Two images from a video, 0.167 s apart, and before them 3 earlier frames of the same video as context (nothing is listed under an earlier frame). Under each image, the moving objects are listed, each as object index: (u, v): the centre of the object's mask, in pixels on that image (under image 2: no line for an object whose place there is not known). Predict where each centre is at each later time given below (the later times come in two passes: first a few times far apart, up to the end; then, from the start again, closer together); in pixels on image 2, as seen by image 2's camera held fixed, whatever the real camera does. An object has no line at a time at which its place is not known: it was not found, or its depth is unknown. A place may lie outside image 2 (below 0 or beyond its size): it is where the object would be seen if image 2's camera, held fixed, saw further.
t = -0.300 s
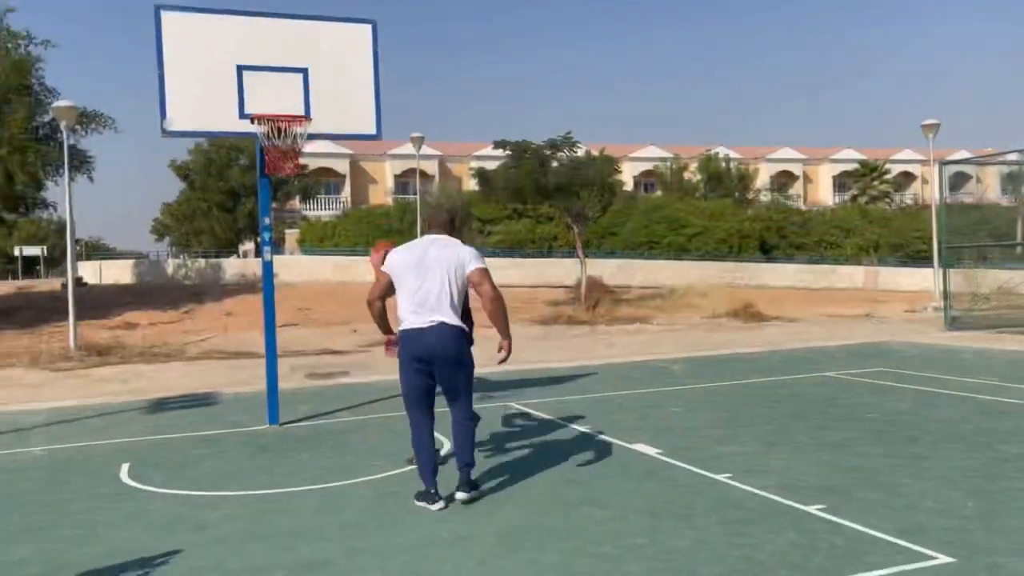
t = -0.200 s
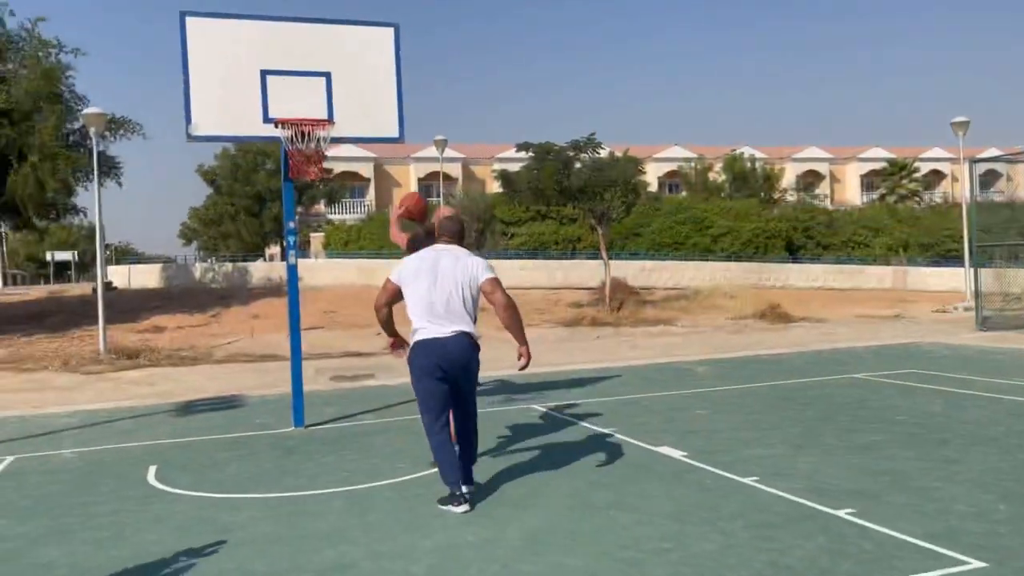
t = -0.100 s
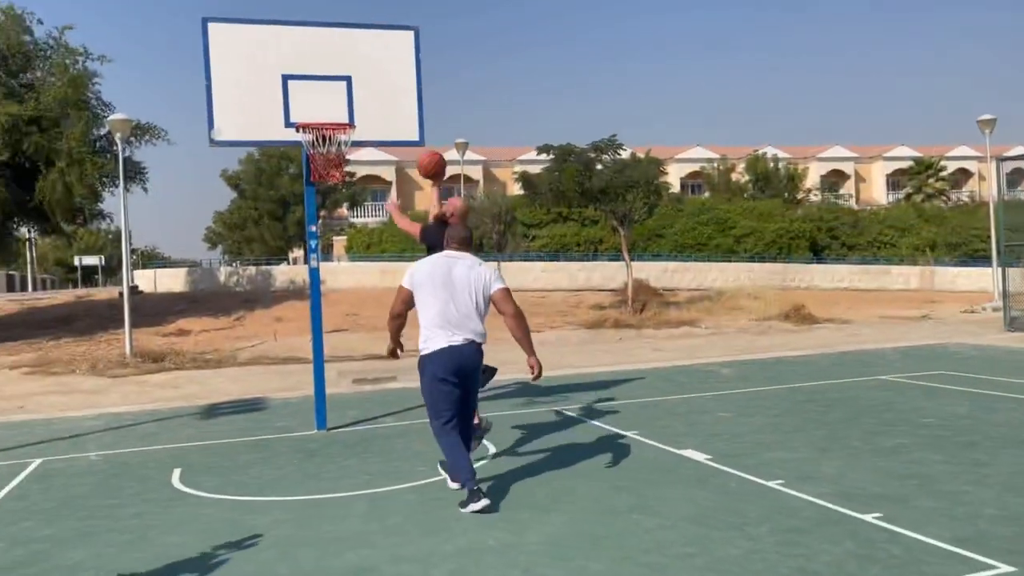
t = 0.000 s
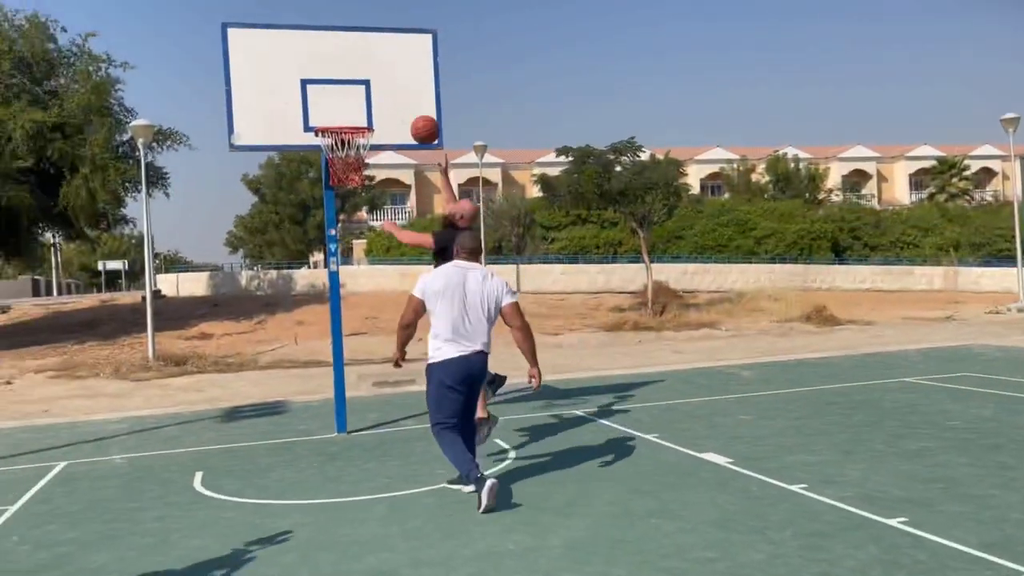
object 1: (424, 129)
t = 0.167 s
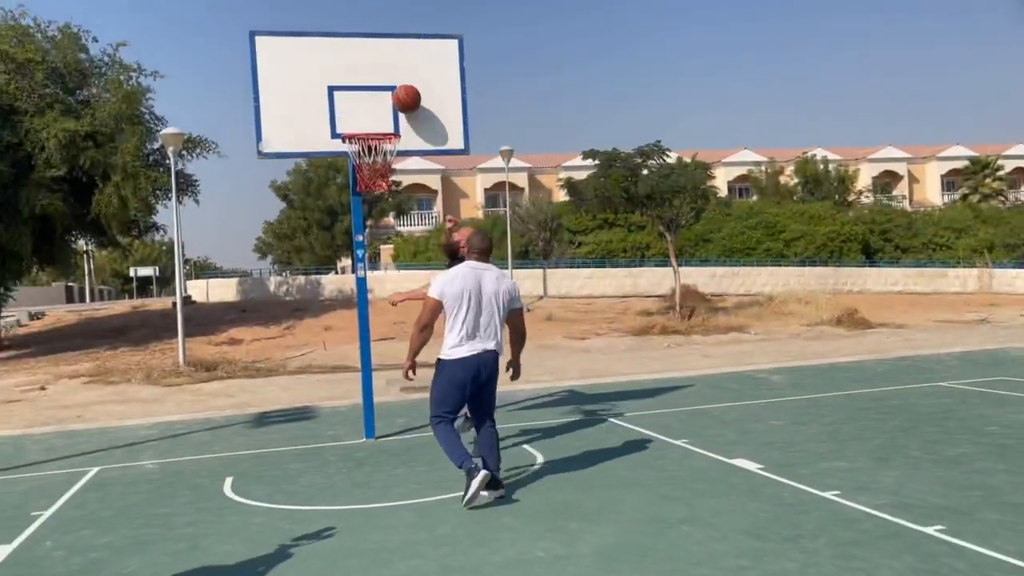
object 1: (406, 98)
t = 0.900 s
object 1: (375, 161)
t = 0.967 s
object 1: (379, 180)
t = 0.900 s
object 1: (375, 161)
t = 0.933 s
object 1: (378, 172)
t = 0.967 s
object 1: (379, 180)
